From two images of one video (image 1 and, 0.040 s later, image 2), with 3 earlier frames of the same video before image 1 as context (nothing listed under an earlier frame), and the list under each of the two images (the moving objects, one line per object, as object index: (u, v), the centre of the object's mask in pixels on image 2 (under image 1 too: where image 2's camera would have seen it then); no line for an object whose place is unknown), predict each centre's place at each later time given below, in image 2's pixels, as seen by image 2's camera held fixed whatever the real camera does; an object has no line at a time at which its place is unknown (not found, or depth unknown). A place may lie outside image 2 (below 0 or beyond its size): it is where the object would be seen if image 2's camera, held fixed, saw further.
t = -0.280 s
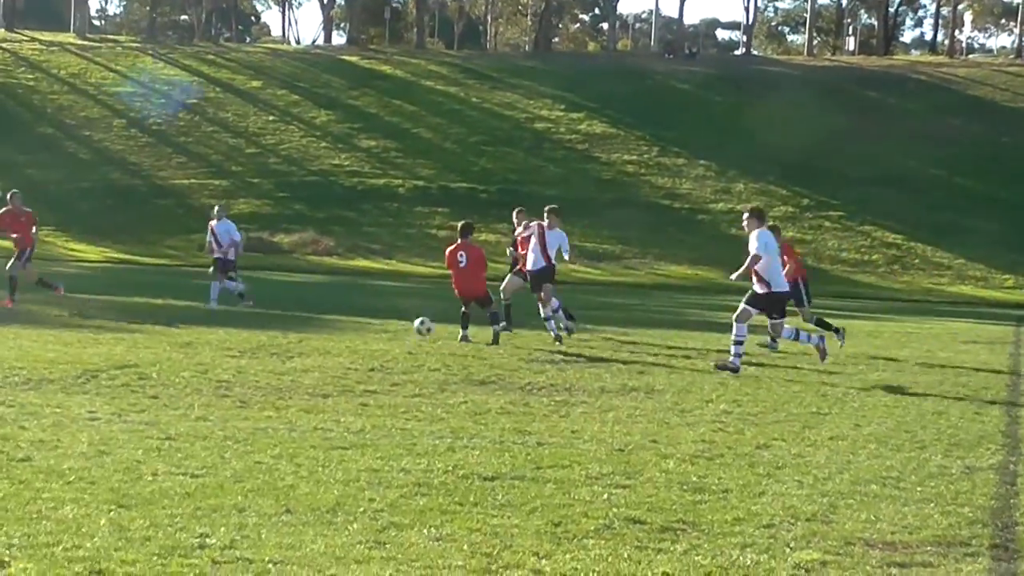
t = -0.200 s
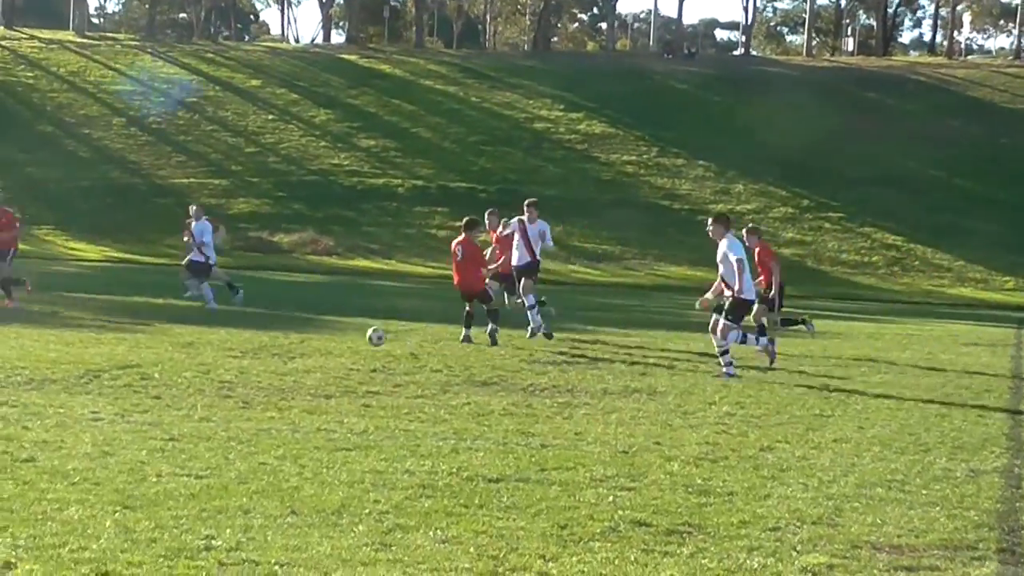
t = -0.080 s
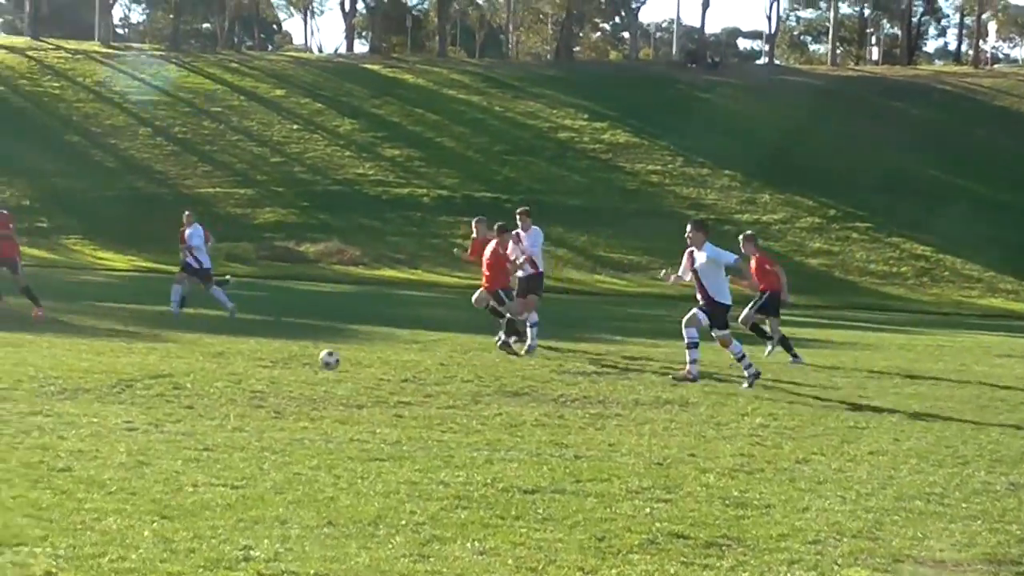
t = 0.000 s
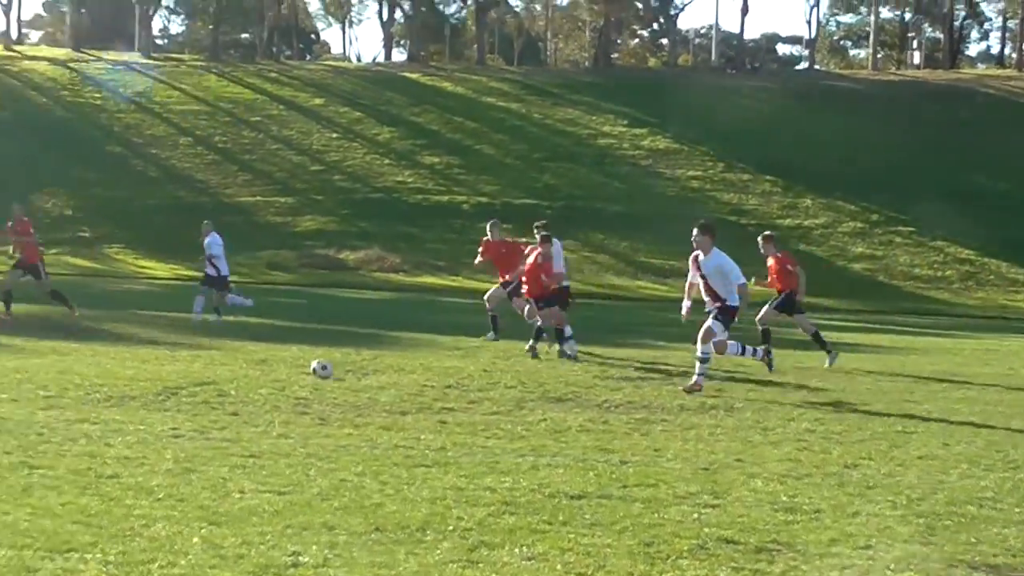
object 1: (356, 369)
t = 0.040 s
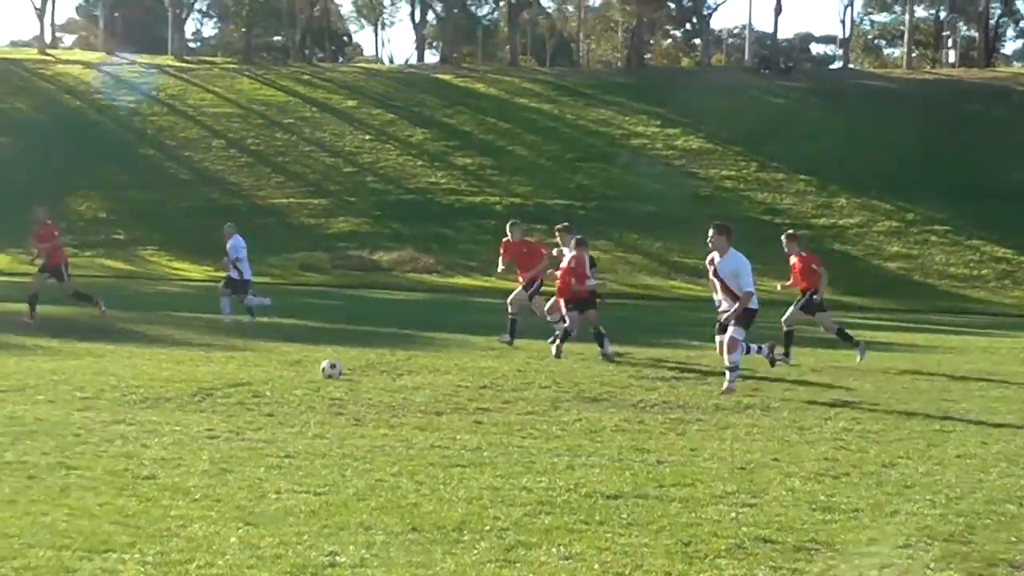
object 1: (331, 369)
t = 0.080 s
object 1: (306, 370)
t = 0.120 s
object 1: (281, 371)
